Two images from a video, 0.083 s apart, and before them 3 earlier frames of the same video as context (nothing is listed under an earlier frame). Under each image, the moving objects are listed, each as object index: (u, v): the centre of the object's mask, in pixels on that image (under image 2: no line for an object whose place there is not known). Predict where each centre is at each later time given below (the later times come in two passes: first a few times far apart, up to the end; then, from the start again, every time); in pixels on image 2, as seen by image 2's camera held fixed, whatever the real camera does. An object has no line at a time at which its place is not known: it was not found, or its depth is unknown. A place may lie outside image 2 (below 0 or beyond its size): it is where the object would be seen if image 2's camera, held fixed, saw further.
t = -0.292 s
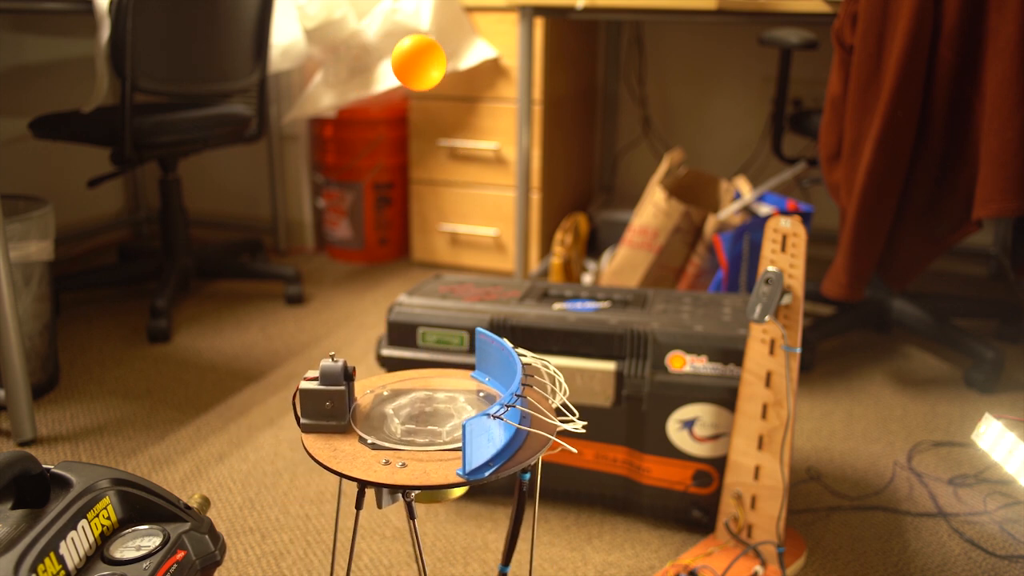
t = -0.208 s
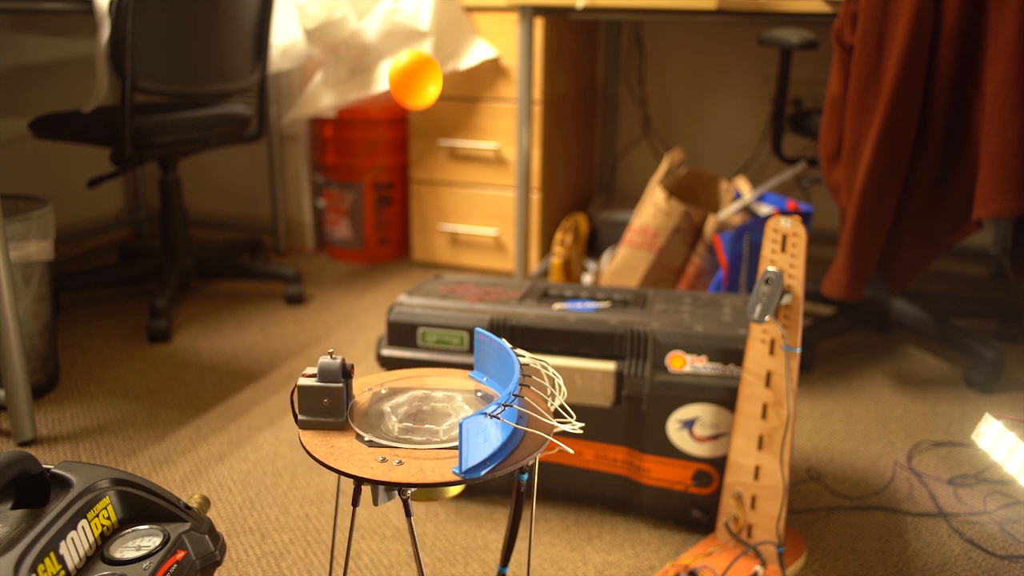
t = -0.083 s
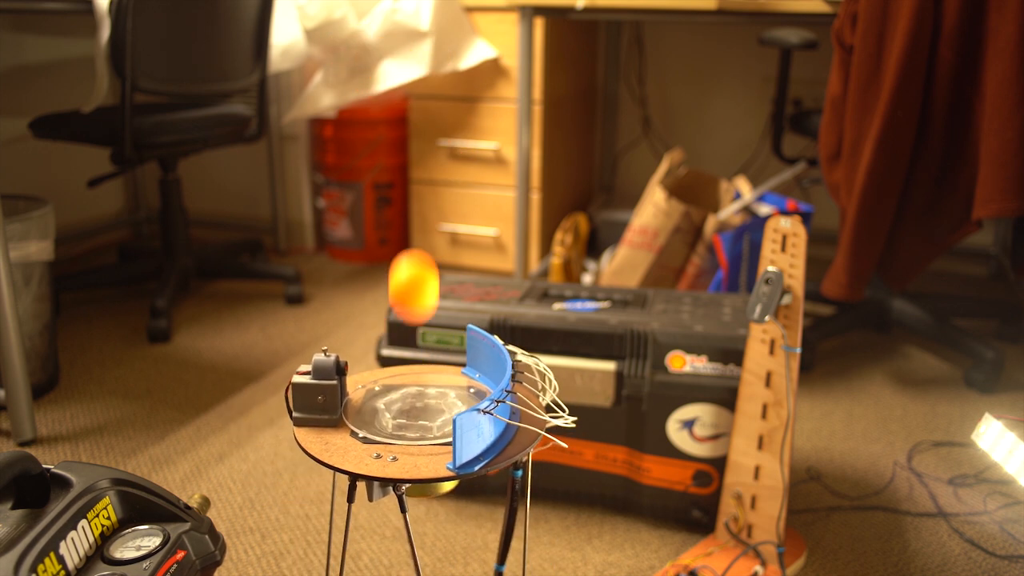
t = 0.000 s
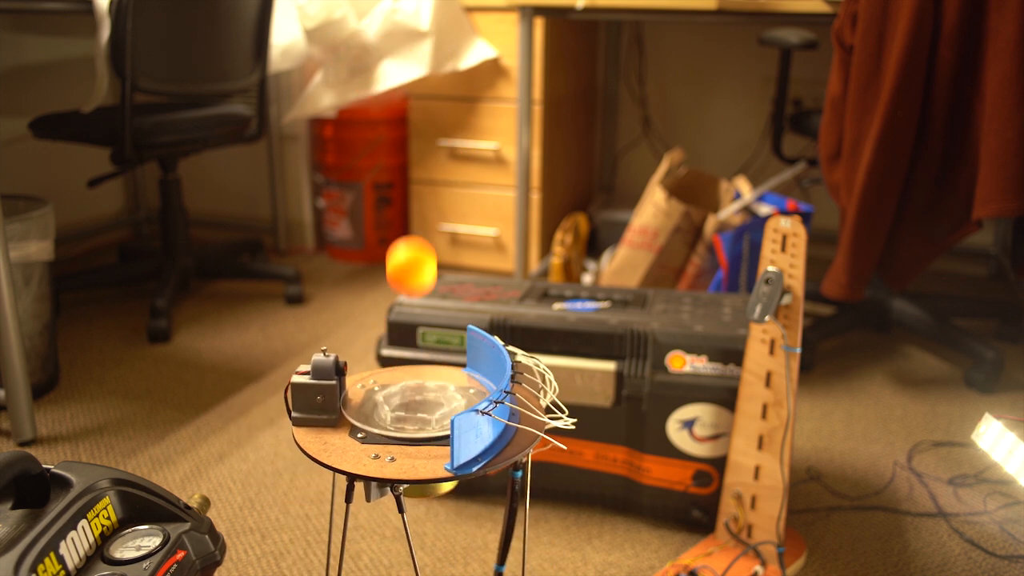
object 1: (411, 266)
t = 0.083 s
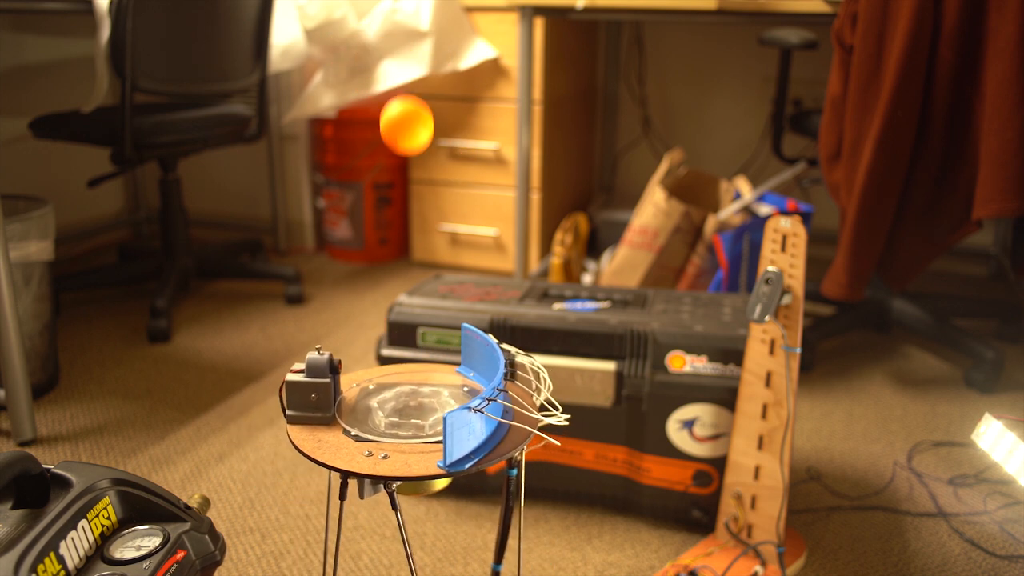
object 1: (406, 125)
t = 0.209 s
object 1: (402, 53)
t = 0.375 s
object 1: (405, 290)
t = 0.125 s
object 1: (404, 80)
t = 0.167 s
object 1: (403, 55)
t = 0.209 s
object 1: (402, 53)
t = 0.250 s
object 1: (402, 76)
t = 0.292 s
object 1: (402, 123)
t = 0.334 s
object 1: (403, 195)
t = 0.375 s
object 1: (405, 290)
